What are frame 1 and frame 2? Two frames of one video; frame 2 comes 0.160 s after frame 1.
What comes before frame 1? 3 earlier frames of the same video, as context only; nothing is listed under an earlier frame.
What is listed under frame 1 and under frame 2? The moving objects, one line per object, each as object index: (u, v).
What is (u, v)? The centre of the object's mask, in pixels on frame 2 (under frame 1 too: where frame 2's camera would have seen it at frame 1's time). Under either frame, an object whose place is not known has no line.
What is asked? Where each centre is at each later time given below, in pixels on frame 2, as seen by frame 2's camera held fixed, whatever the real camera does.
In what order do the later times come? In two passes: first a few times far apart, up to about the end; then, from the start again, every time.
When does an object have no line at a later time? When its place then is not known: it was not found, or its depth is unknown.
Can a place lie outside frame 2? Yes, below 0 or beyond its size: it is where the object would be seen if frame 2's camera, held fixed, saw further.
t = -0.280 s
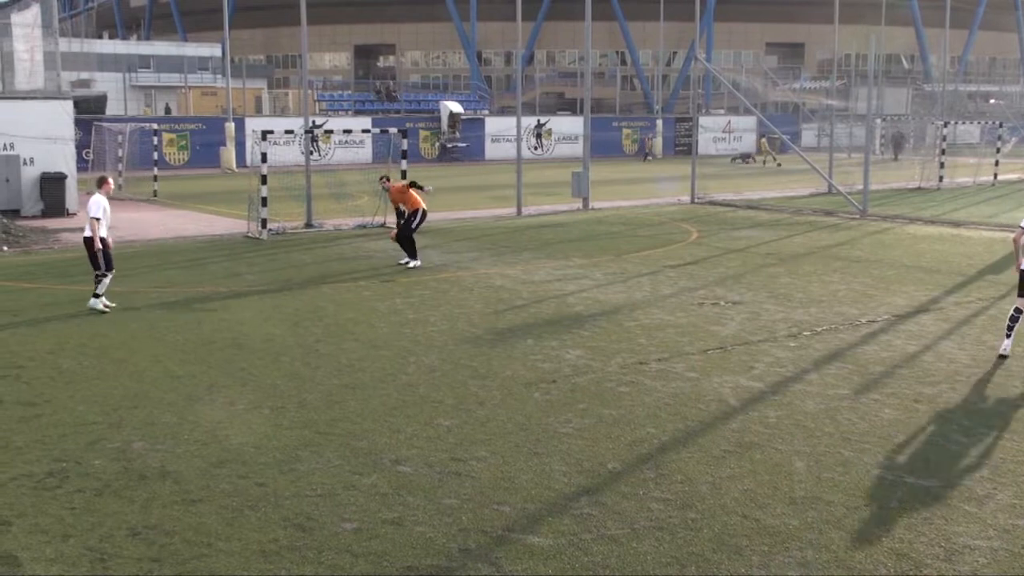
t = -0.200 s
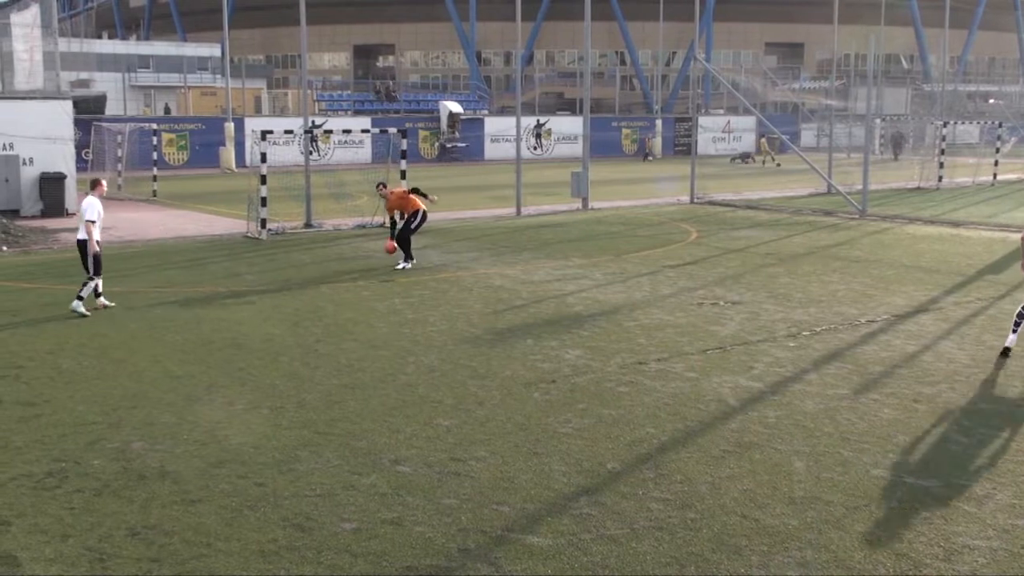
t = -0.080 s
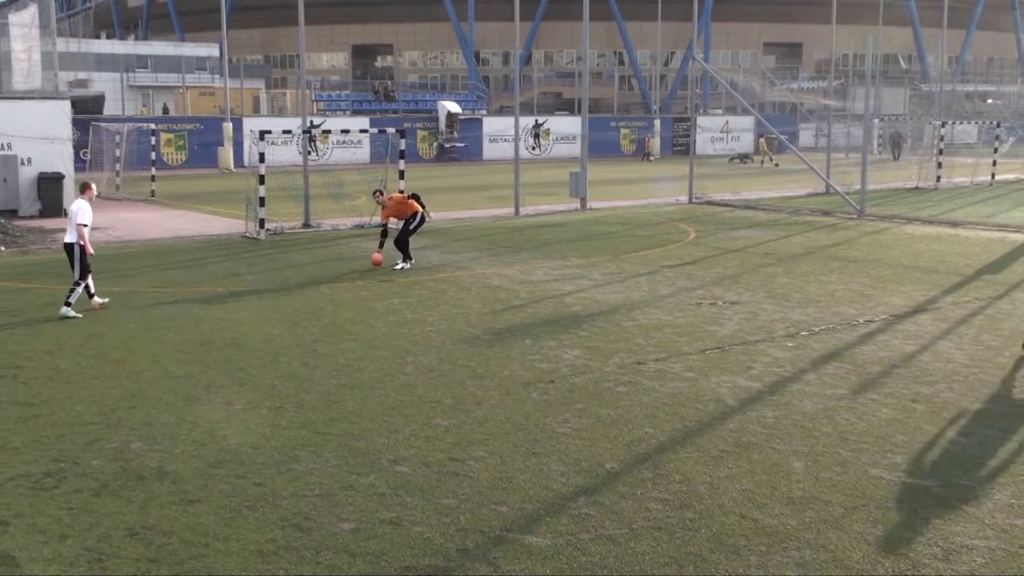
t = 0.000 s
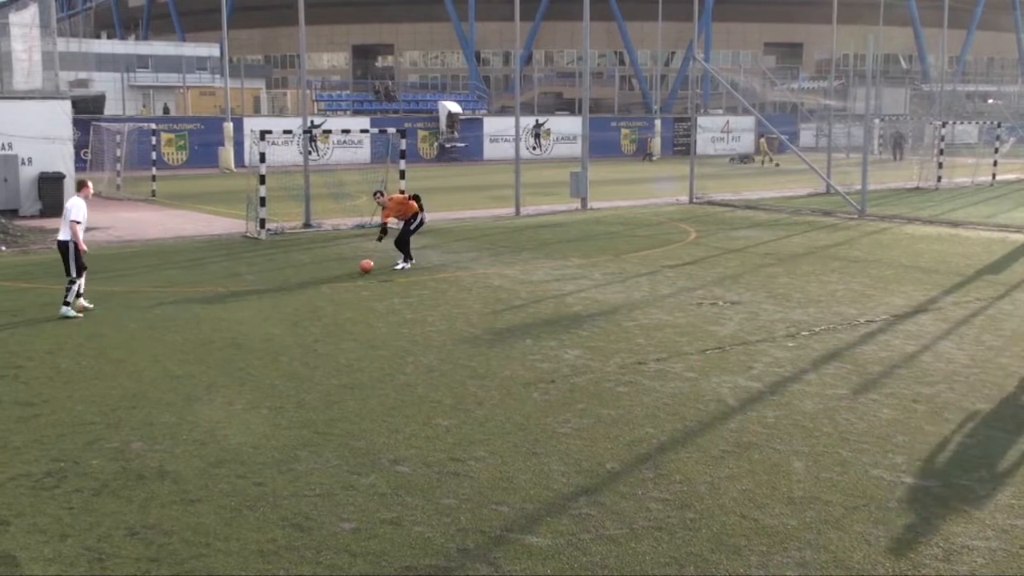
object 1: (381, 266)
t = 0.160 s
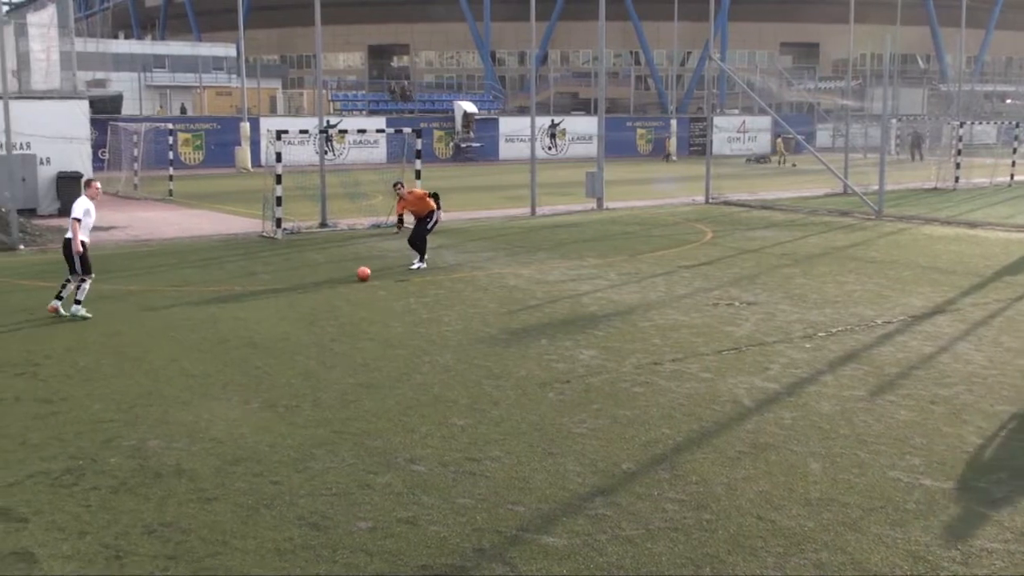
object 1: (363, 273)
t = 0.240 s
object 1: (354, 277)
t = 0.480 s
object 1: (328, 287)
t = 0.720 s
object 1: (298, 299)
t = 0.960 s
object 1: (266, 311)
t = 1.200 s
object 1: (231, 323)
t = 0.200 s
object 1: (359, 275)
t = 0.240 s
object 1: (354, 277)
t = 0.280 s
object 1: (350, 278)
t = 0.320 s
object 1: (346, 279)
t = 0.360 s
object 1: (341, 282)
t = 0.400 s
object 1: (337, 283)
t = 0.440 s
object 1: (332, 284)
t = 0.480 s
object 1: (328, 287)
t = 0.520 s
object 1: (323, 289)
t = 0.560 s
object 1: (318, 291)
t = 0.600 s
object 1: (313, 293)
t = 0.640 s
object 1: (308, 295)
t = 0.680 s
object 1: (303, 296)
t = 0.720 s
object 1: (298, 299)
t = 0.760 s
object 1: (293, 301)
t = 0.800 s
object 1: (288, 303)
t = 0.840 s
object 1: (282, 305)
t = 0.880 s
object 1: (277, 307)
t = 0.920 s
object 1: (271, 309)
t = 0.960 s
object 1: (266, 311)
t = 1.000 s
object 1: (260, 313)
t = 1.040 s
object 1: (255, 315)
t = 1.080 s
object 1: (249, 317)
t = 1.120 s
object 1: (243, 319)
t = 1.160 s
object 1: (237, 321)
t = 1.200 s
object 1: (231, 323)
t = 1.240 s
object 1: (225, 326)
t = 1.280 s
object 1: (219, 328)
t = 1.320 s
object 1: (213, 331)
